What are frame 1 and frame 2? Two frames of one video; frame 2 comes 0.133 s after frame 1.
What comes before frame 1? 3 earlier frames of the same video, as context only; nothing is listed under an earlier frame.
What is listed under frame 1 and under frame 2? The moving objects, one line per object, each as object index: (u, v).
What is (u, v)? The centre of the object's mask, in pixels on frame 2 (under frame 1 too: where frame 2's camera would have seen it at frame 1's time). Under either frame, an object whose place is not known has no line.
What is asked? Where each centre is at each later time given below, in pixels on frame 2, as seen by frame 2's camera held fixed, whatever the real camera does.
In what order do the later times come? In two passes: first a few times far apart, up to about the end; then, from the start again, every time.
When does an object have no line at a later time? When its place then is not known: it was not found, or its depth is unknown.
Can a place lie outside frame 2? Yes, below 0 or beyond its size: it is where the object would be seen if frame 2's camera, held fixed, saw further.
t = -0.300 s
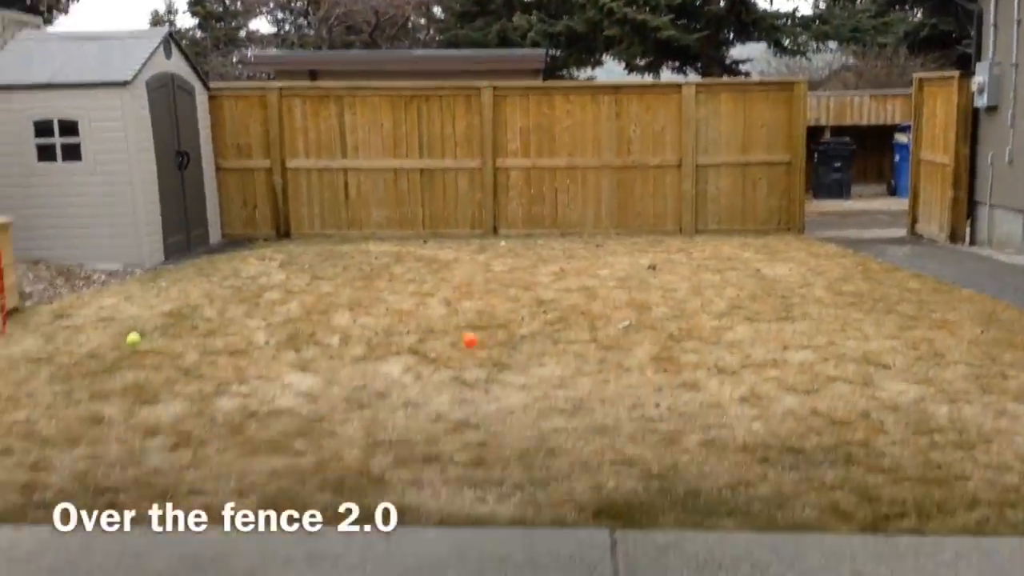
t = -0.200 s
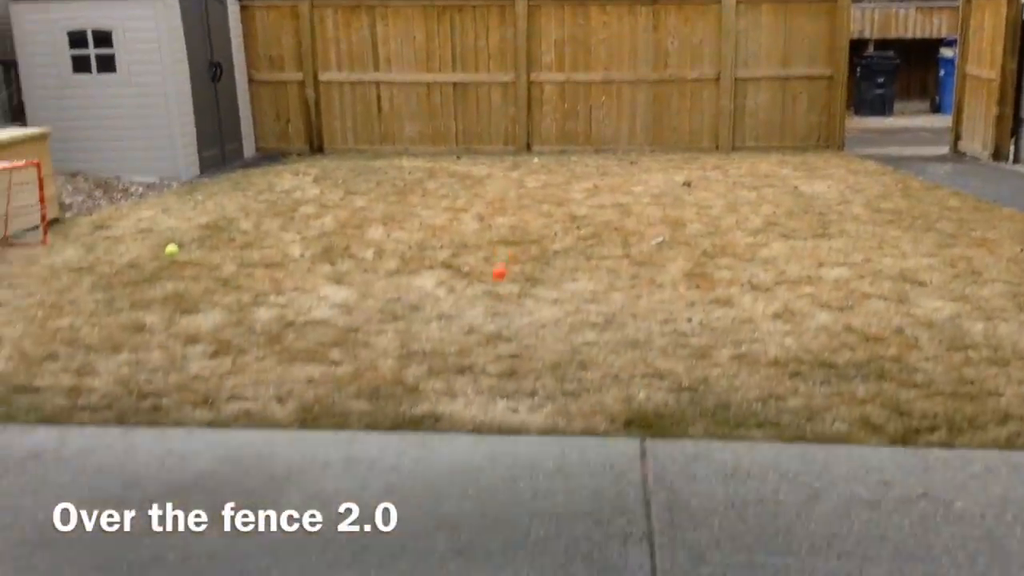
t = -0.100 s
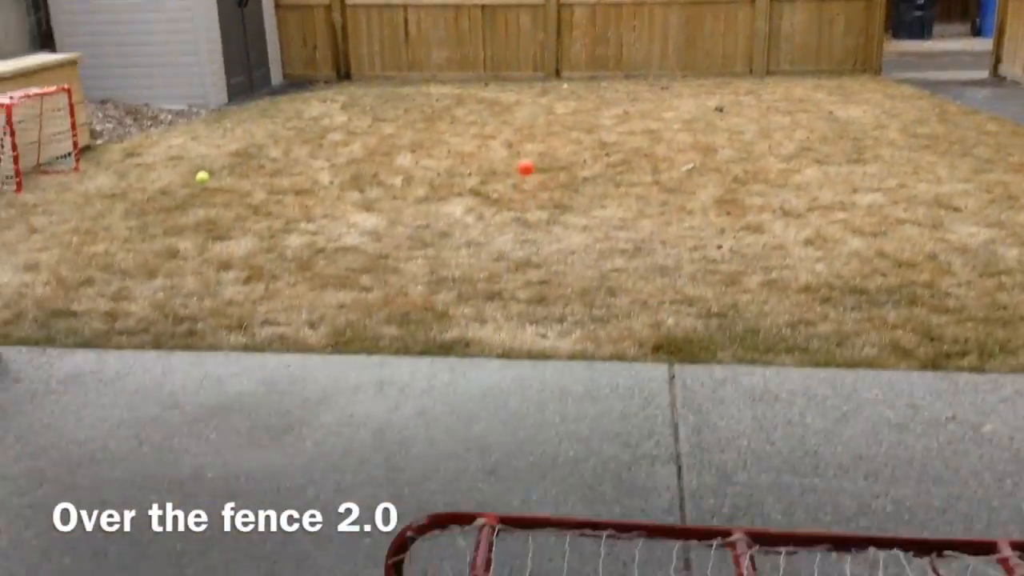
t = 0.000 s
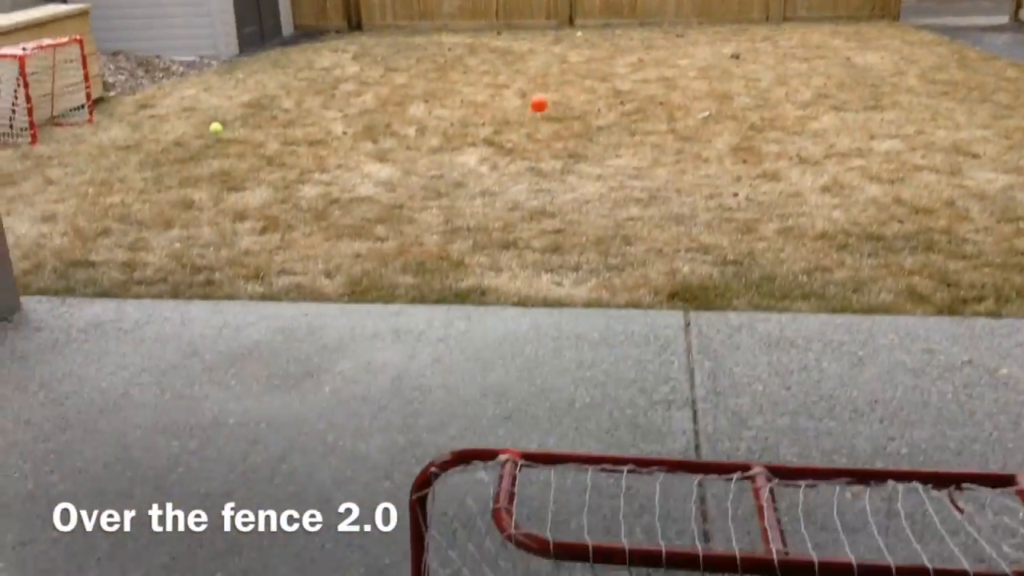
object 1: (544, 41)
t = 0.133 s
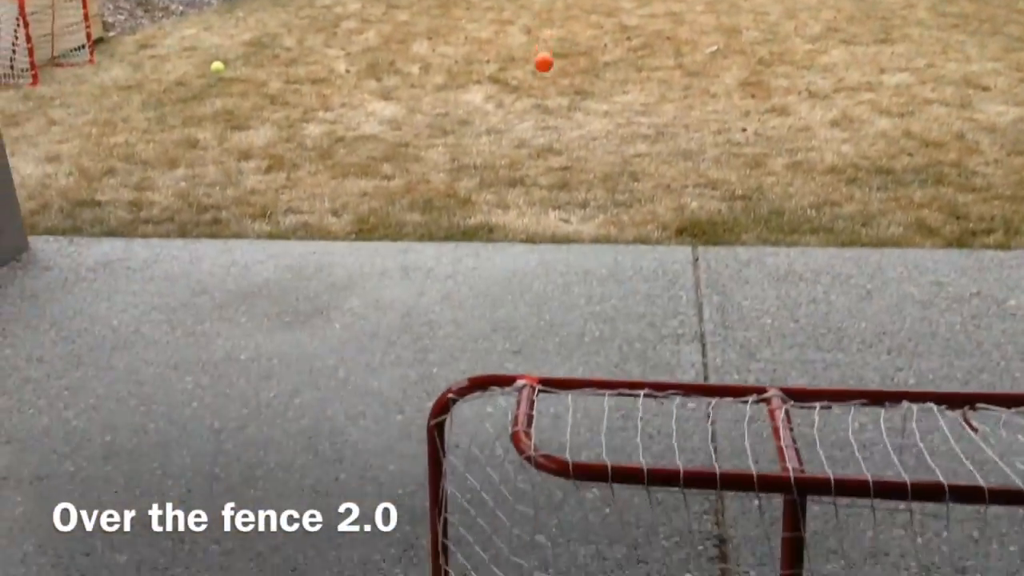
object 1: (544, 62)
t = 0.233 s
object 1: (544, 120)
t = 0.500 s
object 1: (548, 215)
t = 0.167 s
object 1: (544, 76)
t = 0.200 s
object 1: (544, 97)
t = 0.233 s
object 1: (544, 120)
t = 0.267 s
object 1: (544, 149)
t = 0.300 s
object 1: (543, 180)
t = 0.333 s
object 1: (543, 216)
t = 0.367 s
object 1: (543, 230)
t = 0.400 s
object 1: (544, 222)
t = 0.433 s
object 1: (545, 217)
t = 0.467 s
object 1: (547, 213)
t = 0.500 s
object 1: (548, 215)
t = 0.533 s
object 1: (549, 219)
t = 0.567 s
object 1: (550, 229)
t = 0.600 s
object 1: (552, 242)
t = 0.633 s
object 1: (552, 260)
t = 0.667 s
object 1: (553, 281)
